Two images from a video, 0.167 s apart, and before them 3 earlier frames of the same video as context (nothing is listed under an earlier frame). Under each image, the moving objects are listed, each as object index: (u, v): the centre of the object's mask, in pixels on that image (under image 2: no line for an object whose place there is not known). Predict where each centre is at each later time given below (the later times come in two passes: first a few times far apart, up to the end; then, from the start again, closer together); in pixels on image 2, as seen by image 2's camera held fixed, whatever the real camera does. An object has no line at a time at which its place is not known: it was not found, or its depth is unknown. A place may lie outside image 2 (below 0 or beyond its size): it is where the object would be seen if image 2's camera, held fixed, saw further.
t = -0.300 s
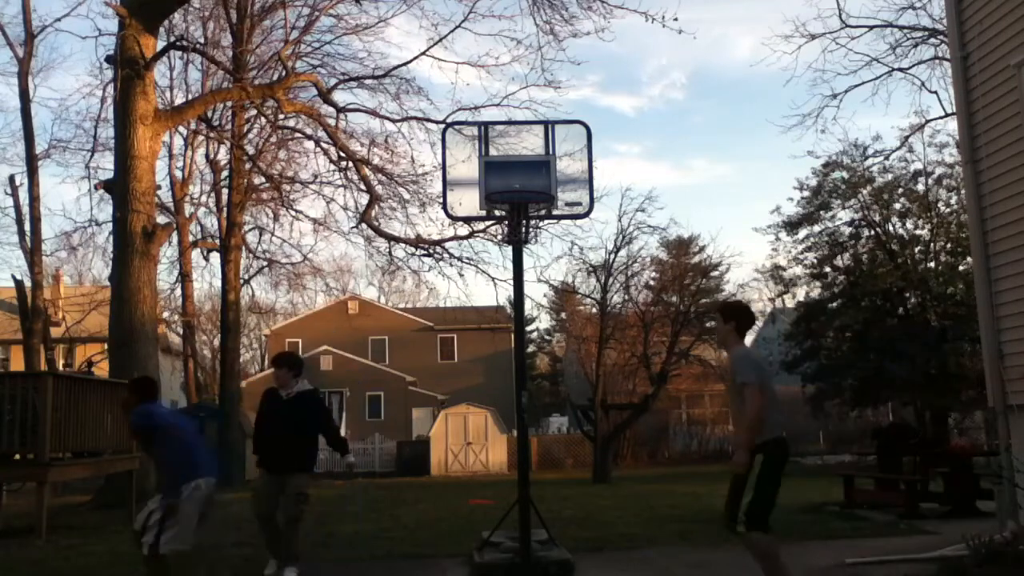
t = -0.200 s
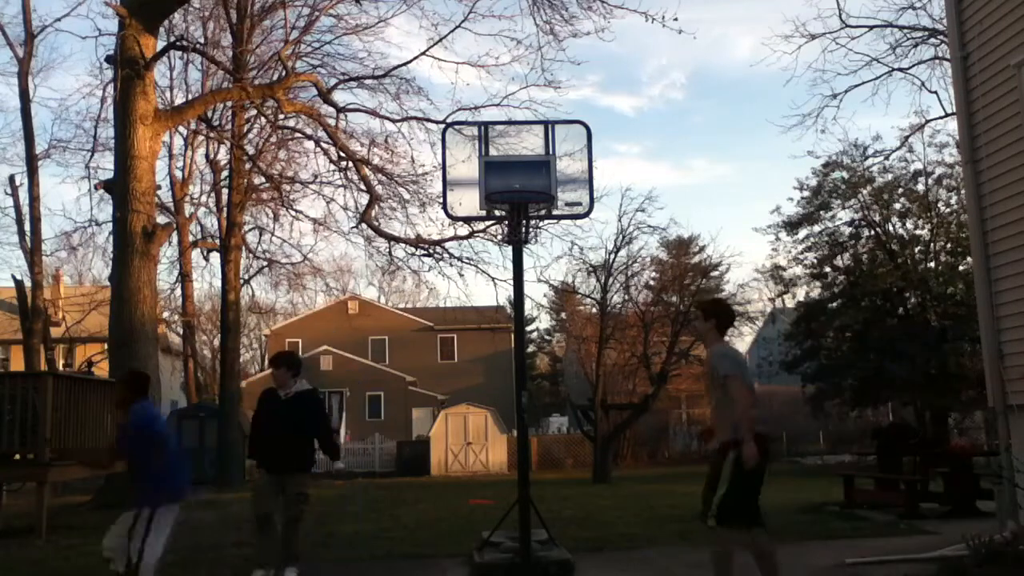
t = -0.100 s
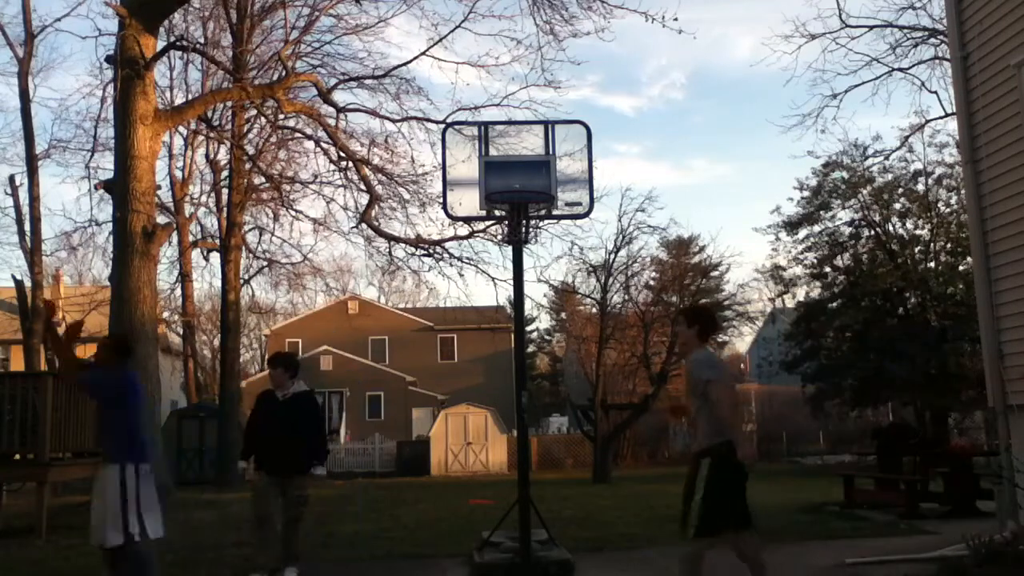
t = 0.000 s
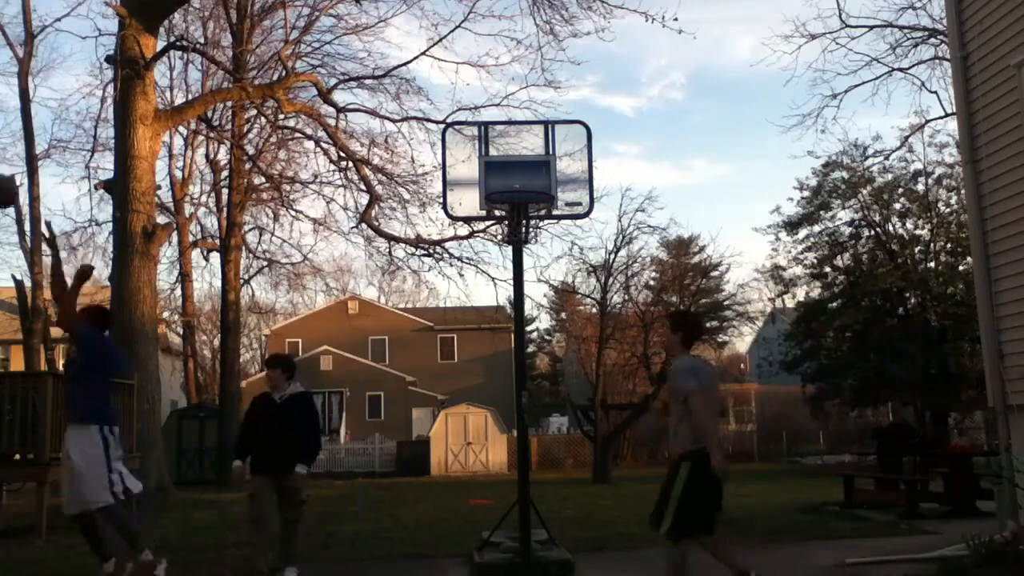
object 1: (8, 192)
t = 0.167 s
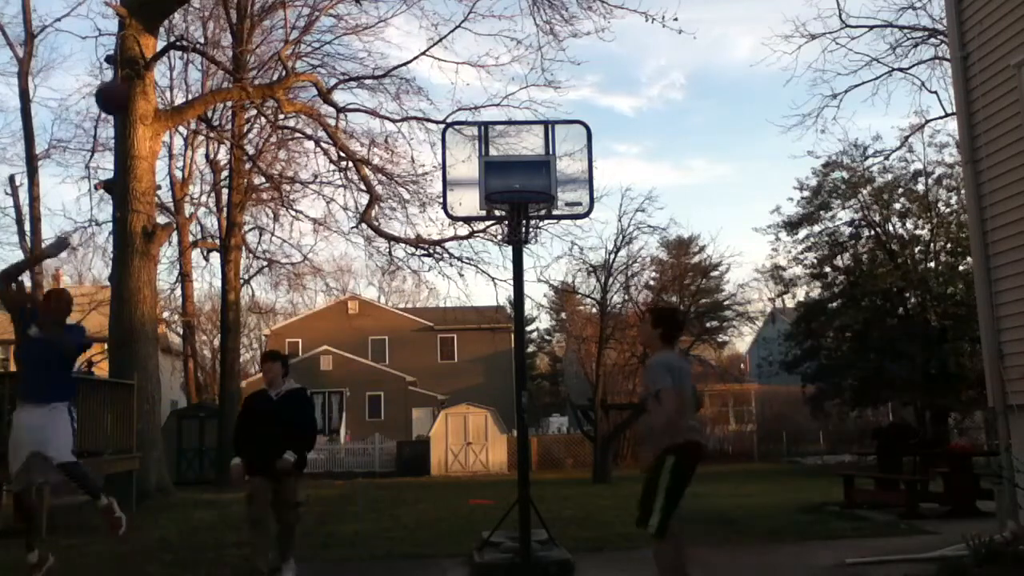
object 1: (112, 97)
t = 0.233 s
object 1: (158, 74)
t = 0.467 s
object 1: (307, 35)
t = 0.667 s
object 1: (429, 61)
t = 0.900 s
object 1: (569, 159)
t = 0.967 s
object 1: (609, 200)
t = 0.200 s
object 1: (137, 85)
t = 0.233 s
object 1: (158, 74)
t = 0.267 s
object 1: (180, 63)
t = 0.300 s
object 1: (202, 55)
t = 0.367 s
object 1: (244, 41)
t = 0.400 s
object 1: (266, 38)
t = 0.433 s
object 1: (286, 36)
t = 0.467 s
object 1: (307, 35)
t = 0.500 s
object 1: (328, 35)
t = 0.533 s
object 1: (348, 38)
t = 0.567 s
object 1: (368, 41)
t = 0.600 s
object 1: (389, 47)
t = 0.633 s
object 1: (409, 53)
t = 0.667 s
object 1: (429, 61)
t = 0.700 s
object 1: (449, 71)
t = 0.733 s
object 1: (469, 82)
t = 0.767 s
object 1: (489, 94)
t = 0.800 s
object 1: (509, 108)
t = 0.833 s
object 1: (529, 124)
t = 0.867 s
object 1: (549, 141)
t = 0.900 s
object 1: (569, 159)
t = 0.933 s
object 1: (588, 179)
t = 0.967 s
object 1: (609, 200)
